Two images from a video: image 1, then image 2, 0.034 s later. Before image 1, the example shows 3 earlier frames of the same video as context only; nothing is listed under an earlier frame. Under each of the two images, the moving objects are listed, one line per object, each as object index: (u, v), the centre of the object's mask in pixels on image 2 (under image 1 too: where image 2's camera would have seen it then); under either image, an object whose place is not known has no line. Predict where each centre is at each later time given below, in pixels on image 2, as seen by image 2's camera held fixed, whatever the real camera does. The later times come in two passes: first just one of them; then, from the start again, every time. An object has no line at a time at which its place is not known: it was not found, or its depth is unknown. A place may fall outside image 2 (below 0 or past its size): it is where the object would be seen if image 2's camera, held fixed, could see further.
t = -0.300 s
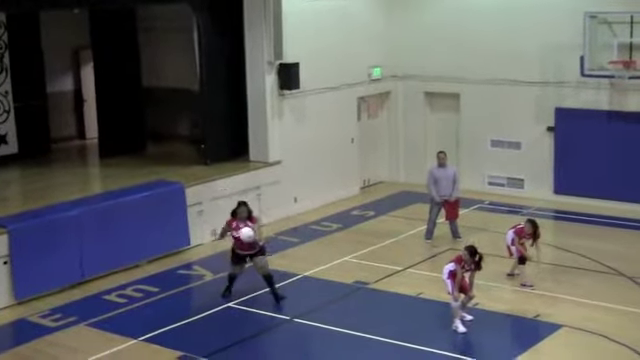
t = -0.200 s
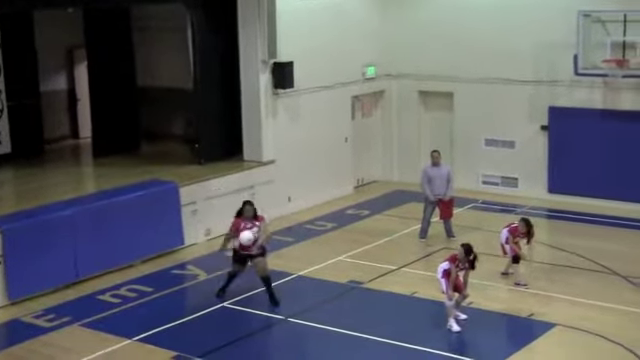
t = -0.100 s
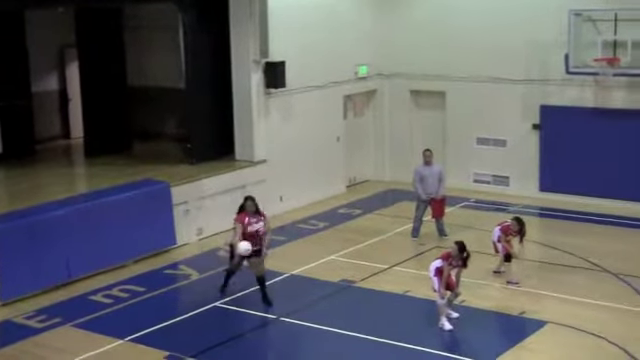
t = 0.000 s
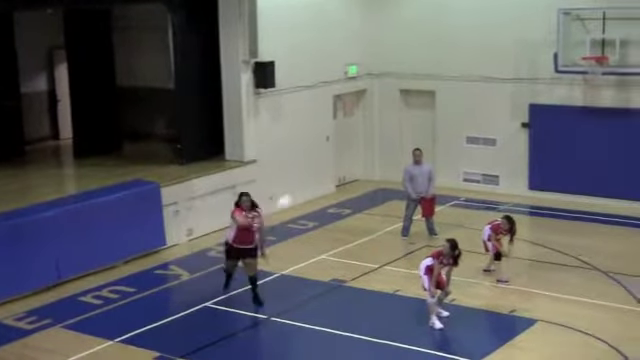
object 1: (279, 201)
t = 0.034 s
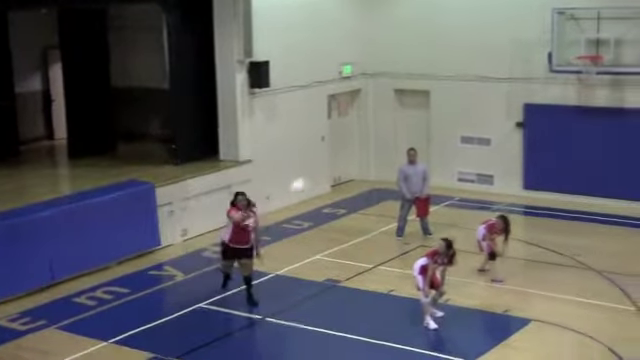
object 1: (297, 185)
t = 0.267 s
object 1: (448, 72)
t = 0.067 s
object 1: (318, 168)
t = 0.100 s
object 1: (338, 151)
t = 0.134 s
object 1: (359, 135)
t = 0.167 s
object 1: (381, 120)
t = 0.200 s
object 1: (403, 104)
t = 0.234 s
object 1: (426, 89)
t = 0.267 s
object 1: (448, 72)
